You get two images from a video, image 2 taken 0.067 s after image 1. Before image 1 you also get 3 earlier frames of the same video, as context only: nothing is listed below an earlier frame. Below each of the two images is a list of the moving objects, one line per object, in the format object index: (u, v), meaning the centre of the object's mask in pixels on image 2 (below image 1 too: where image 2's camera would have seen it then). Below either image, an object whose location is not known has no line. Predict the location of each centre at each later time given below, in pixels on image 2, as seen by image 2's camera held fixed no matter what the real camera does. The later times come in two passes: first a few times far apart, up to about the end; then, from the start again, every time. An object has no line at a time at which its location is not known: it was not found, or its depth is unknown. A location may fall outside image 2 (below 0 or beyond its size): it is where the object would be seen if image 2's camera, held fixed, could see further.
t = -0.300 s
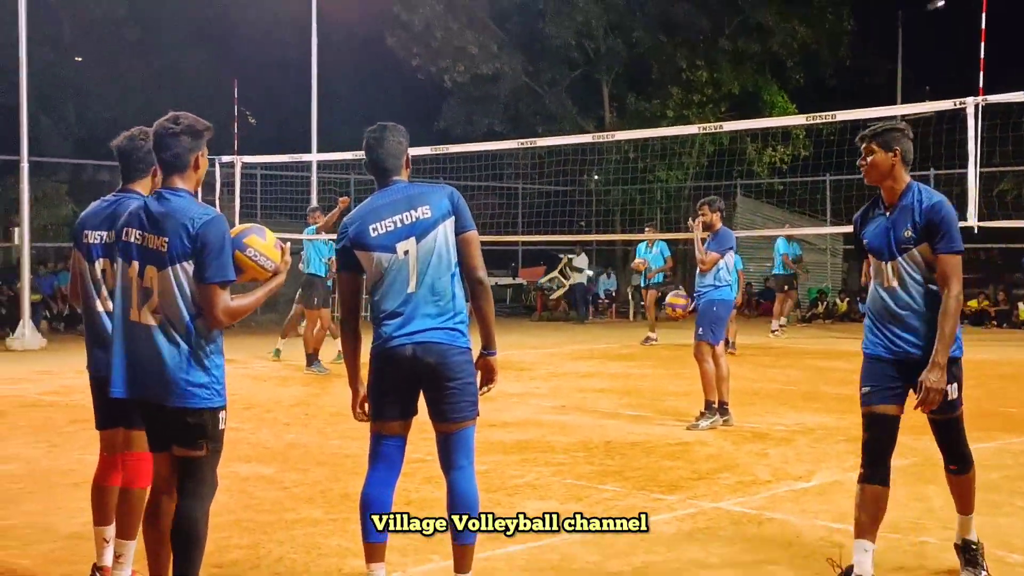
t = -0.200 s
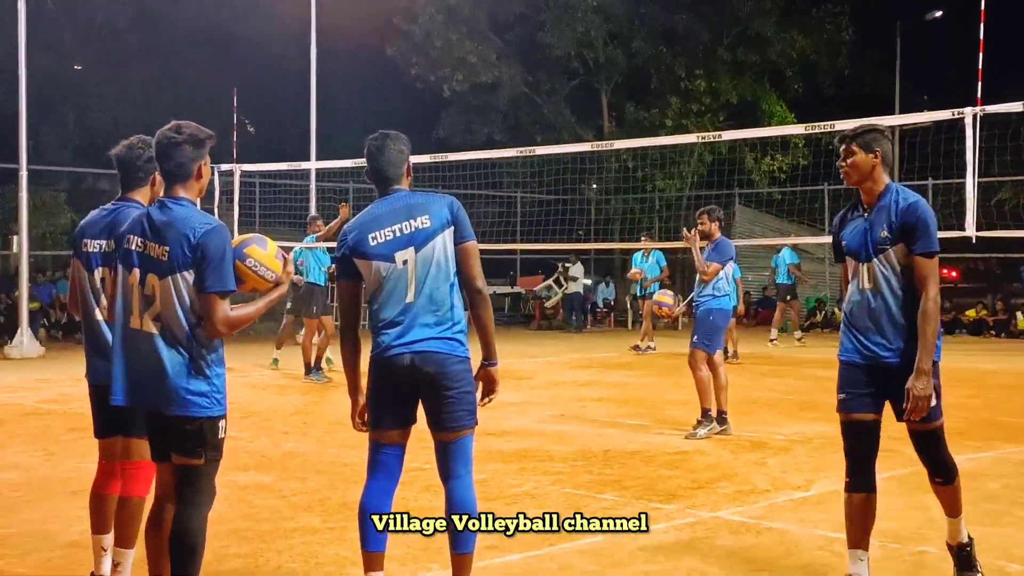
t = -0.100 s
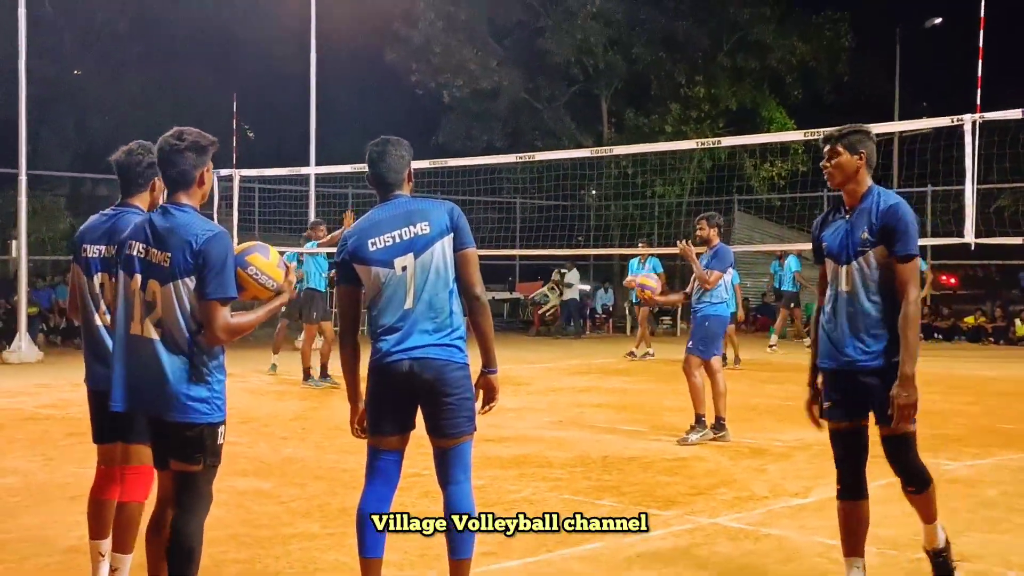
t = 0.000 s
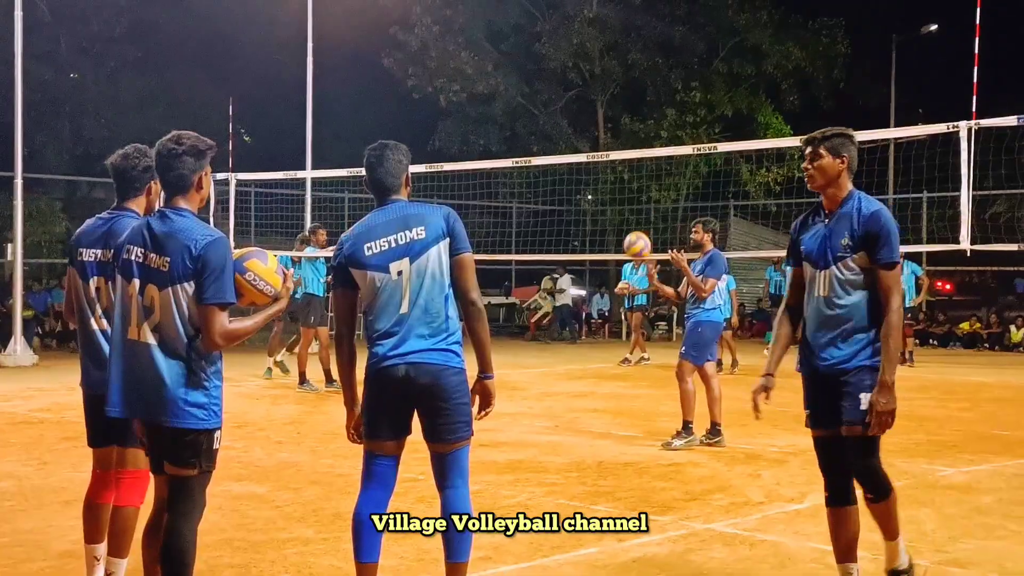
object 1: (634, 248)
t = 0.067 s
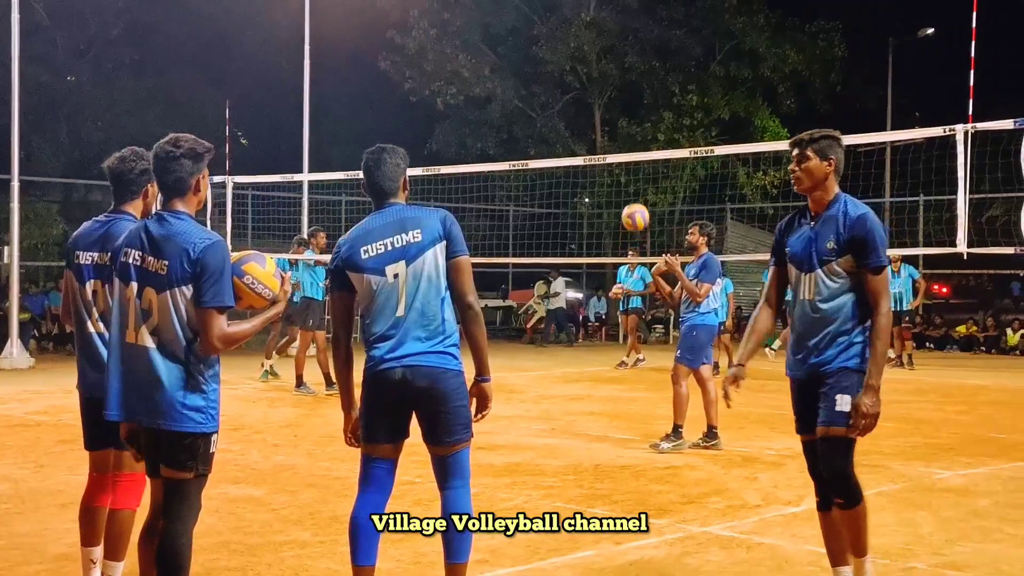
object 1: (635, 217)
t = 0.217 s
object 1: (637, 166)
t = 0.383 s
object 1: (638, 139)
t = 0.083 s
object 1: (635, 210)
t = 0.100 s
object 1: (636, 204)
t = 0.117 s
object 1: (636, 197)
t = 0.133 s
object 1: (636, 191)
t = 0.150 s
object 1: (636, 185)
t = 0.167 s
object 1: (636, 179)
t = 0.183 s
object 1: (636, 174)
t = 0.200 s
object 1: (636, 170)
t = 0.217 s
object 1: (637, 166)
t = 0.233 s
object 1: (636, 161)
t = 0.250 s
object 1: (637, 157)
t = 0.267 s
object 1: (637, 154)
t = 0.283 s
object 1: (637, 150)
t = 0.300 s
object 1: (637, 148)
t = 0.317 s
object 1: (638, 145)
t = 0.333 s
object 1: (638, 143)
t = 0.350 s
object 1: (638, 141)
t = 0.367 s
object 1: (638, 140)
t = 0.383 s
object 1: (638, 139)
